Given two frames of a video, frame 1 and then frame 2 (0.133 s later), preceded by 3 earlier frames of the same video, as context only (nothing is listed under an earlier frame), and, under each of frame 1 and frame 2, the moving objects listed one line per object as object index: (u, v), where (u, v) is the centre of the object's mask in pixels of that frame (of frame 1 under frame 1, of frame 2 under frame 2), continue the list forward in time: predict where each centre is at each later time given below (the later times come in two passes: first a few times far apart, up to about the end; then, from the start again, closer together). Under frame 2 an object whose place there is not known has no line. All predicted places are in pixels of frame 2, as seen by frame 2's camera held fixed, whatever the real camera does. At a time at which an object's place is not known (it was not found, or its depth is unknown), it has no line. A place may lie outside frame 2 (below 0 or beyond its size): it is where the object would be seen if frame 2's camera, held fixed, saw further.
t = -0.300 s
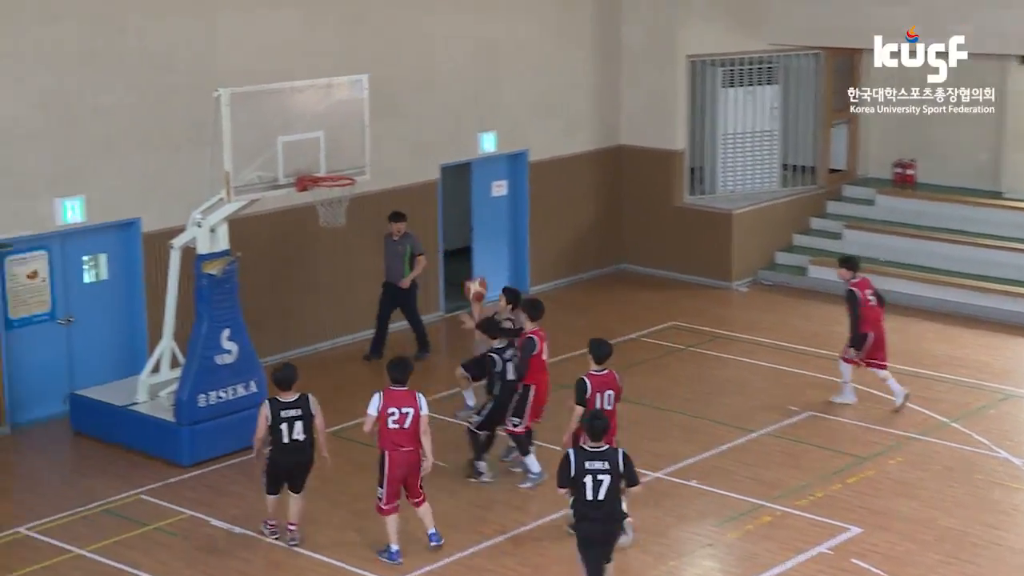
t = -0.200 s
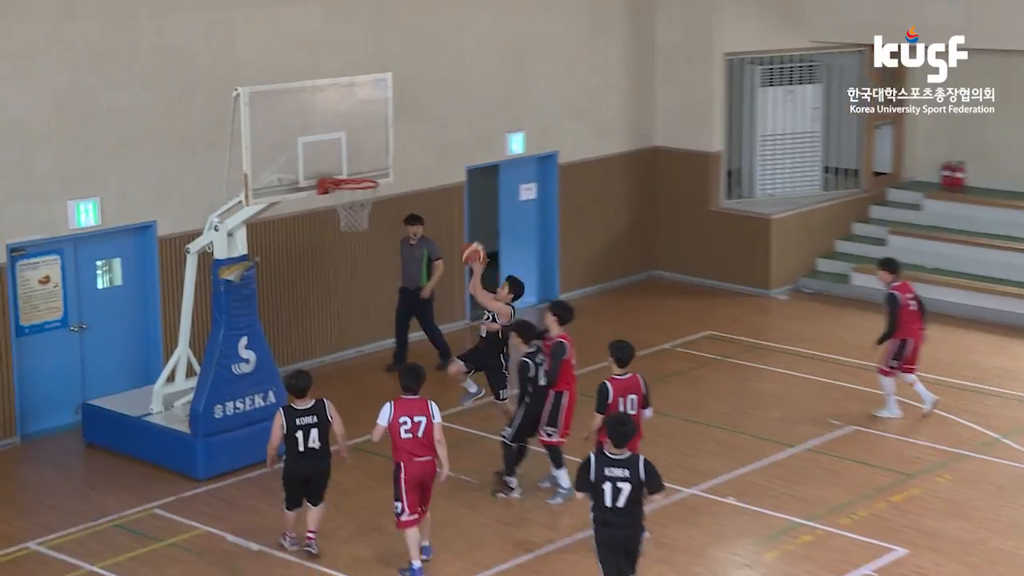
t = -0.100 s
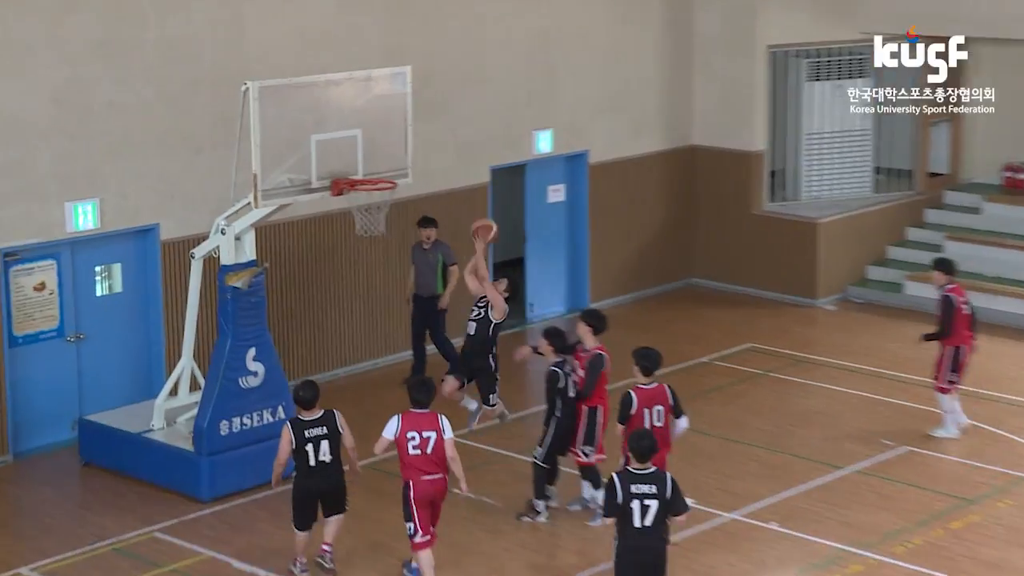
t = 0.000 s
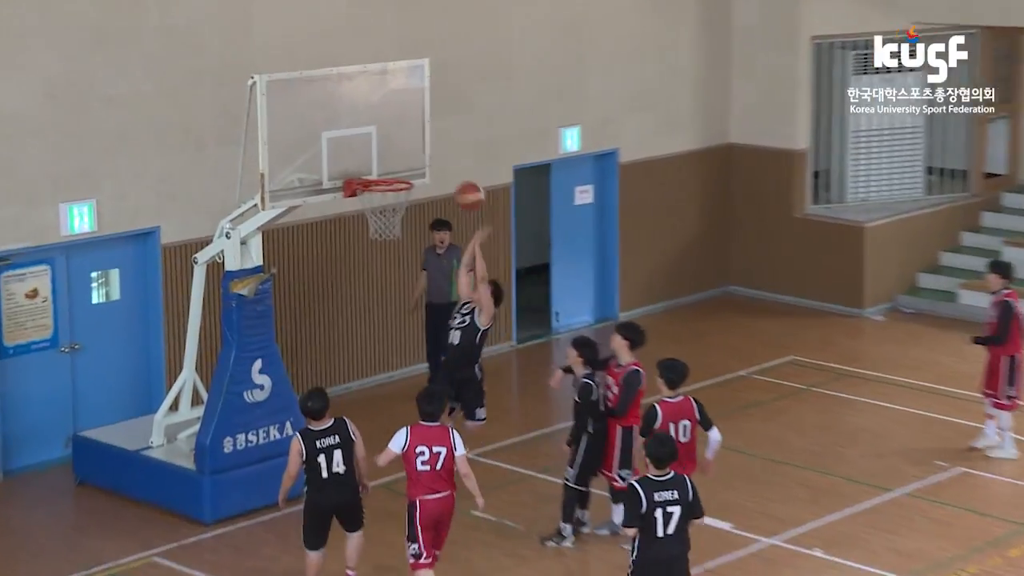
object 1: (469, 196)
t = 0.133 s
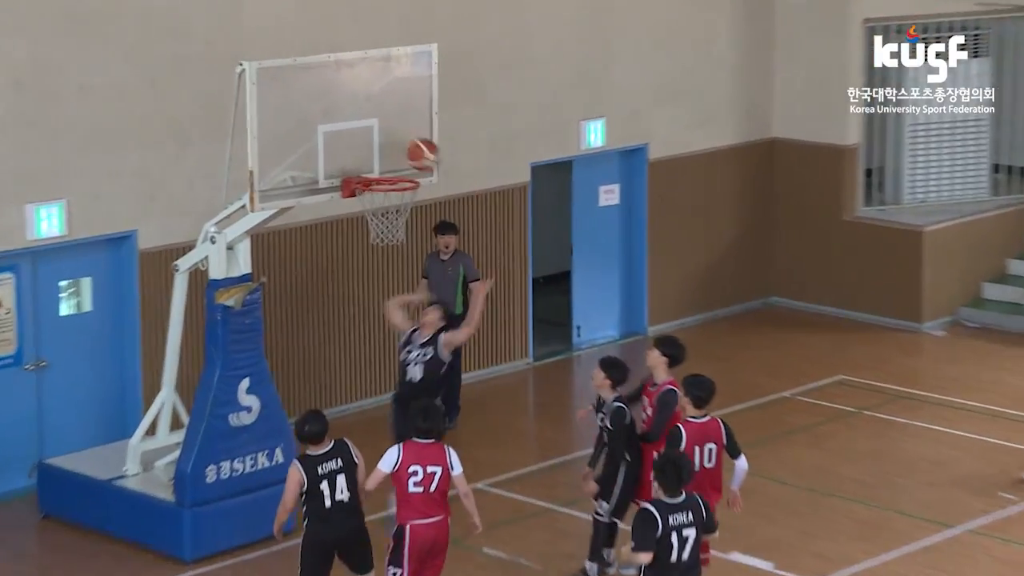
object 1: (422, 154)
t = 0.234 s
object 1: (413, 149)
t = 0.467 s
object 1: (400, 176)
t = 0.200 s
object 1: (414, 150)
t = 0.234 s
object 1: (413, 149)
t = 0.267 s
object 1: (412, 150)
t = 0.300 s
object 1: (410, 153)
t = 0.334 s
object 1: (409, 157)
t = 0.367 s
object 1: (408, 164)
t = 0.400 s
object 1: (406, 169)
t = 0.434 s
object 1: (403, 172)
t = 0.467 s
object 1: (400, 176)
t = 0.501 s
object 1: (395, 179)
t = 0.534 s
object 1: (390, 184)
